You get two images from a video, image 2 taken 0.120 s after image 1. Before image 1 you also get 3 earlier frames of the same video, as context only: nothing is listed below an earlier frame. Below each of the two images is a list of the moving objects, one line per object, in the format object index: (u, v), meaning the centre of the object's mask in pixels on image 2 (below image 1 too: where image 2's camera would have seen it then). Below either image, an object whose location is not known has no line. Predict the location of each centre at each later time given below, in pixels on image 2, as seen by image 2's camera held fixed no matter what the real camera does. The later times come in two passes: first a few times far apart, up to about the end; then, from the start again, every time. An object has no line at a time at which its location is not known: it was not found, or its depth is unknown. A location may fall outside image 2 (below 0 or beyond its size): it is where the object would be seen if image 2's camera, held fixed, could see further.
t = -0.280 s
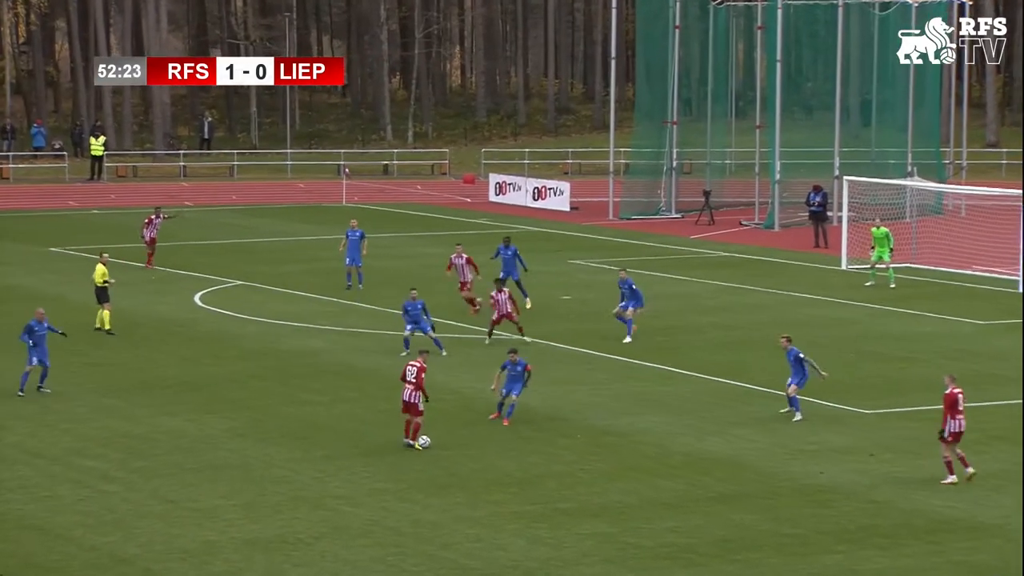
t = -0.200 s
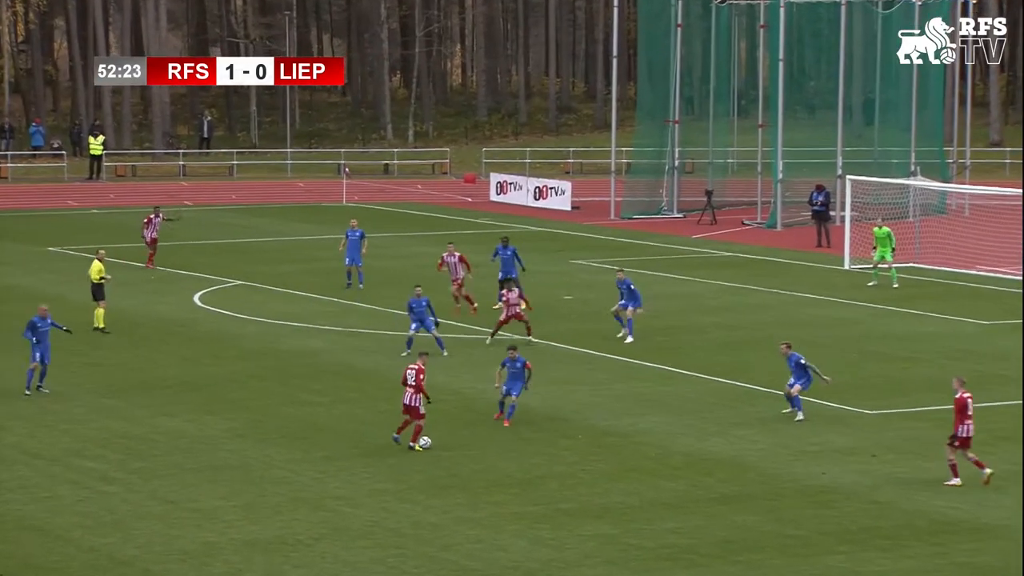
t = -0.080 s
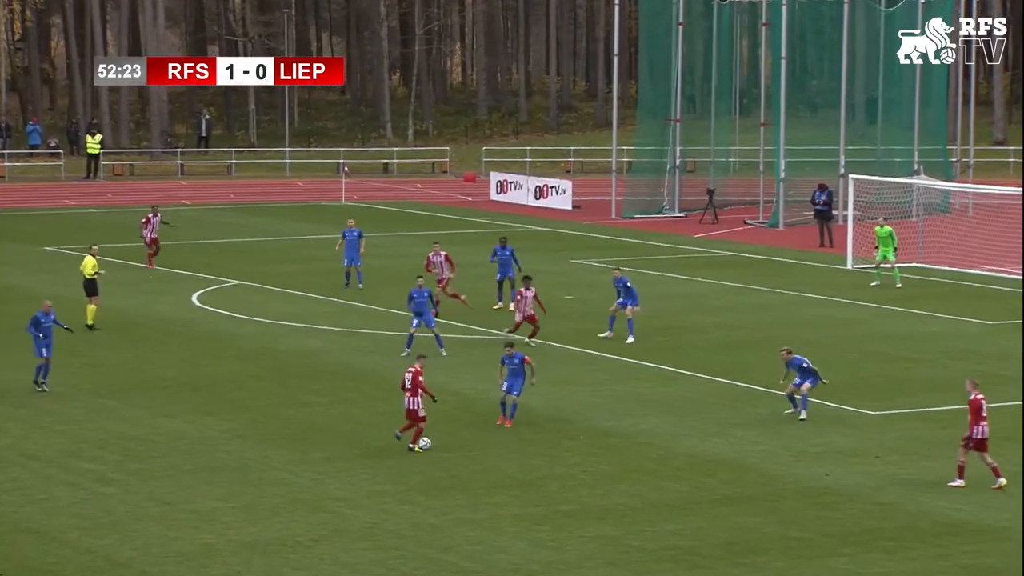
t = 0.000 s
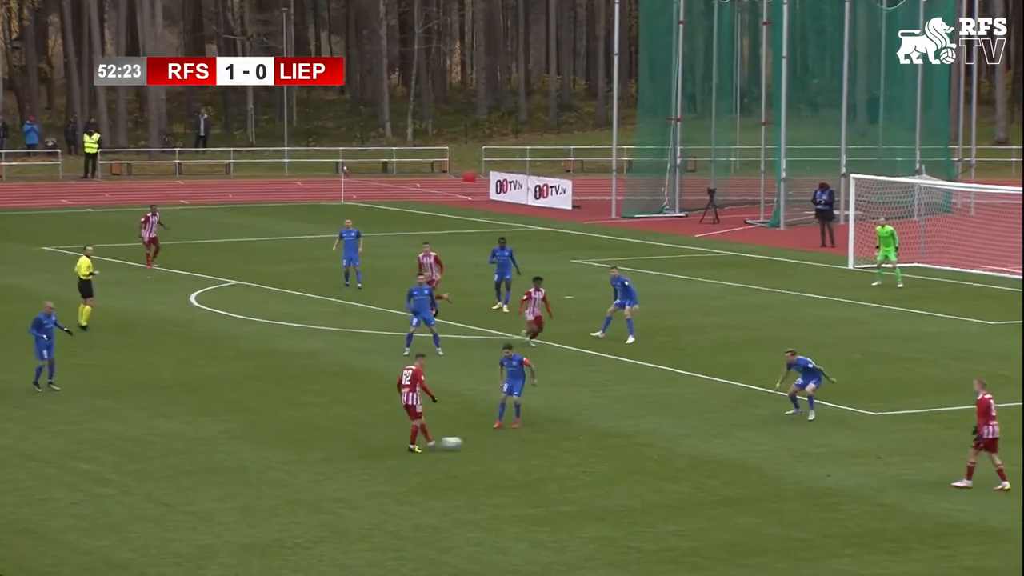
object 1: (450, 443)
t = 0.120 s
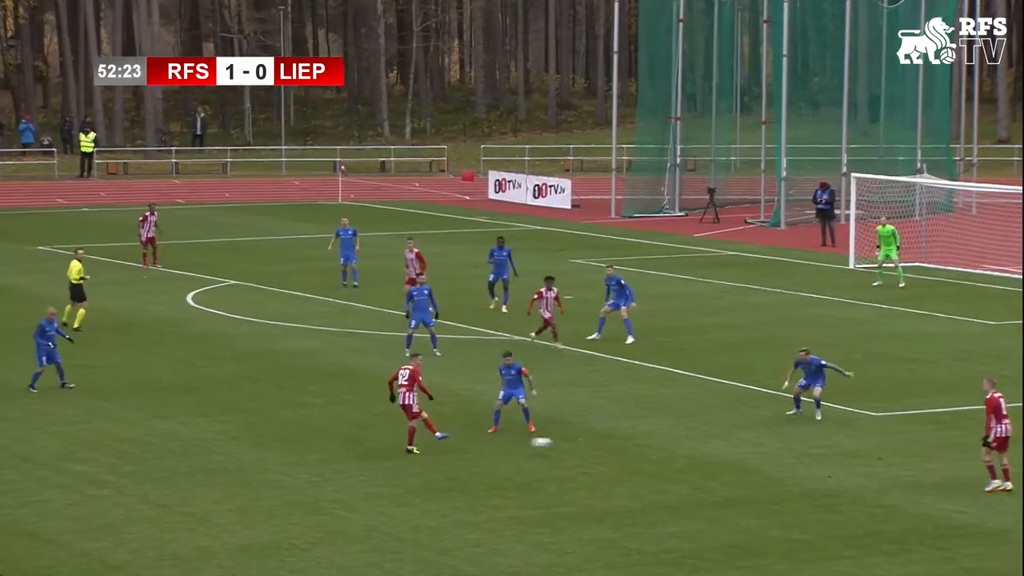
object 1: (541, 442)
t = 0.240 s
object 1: (631, 450)
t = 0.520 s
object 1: (823, 462)
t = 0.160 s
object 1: (570, 444)
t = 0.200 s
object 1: (602, 446)
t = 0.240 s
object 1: (631, 450)
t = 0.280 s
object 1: (661, 454)
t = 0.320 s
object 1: (690, 456)
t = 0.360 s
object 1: (716, 456)
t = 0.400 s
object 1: (743, 455)
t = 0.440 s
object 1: (769, 455)
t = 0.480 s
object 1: (796, 458)
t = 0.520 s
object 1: (823, 462)
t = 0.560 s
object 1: (849, 465)
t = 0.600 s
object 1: (873, 465)
